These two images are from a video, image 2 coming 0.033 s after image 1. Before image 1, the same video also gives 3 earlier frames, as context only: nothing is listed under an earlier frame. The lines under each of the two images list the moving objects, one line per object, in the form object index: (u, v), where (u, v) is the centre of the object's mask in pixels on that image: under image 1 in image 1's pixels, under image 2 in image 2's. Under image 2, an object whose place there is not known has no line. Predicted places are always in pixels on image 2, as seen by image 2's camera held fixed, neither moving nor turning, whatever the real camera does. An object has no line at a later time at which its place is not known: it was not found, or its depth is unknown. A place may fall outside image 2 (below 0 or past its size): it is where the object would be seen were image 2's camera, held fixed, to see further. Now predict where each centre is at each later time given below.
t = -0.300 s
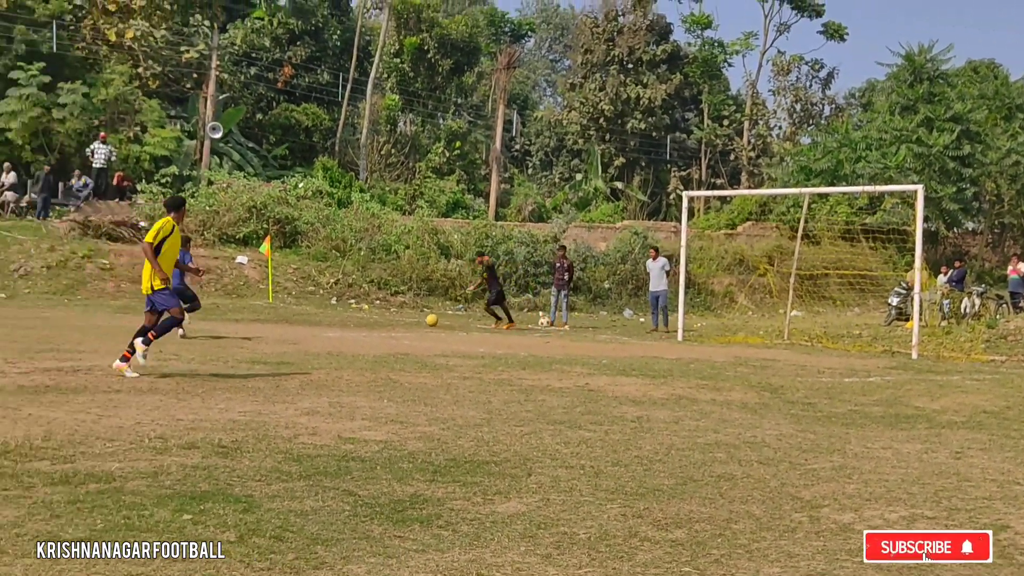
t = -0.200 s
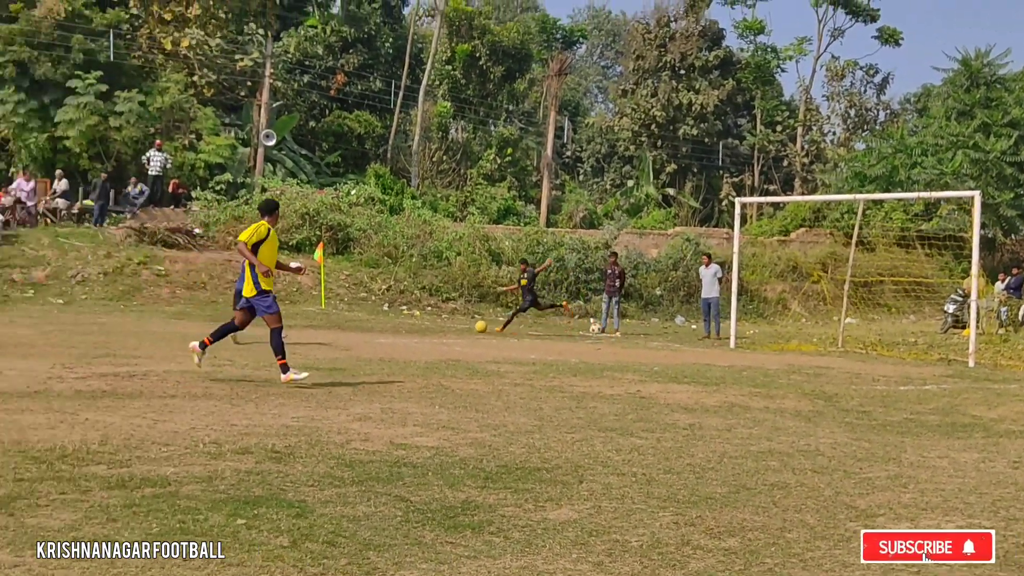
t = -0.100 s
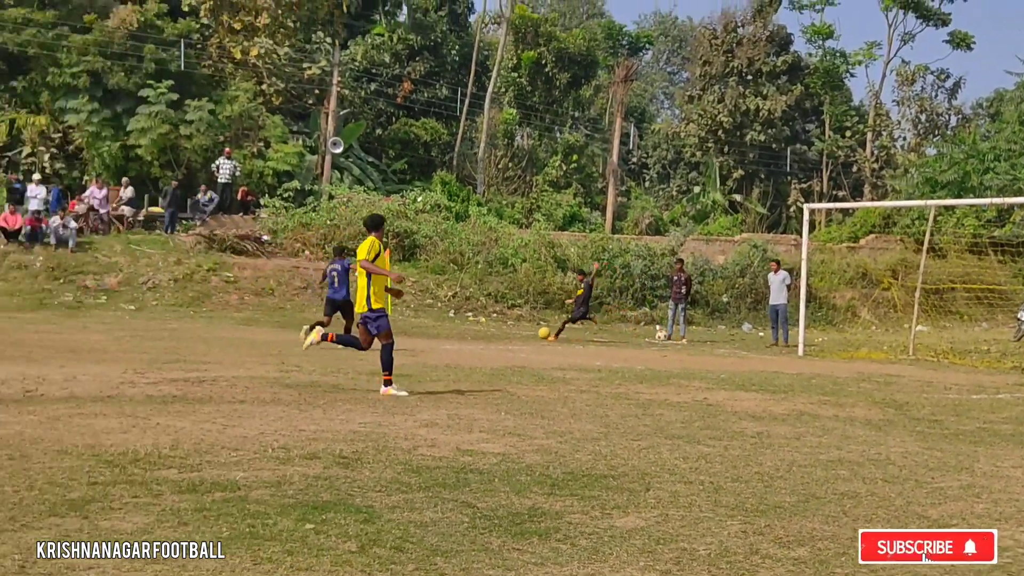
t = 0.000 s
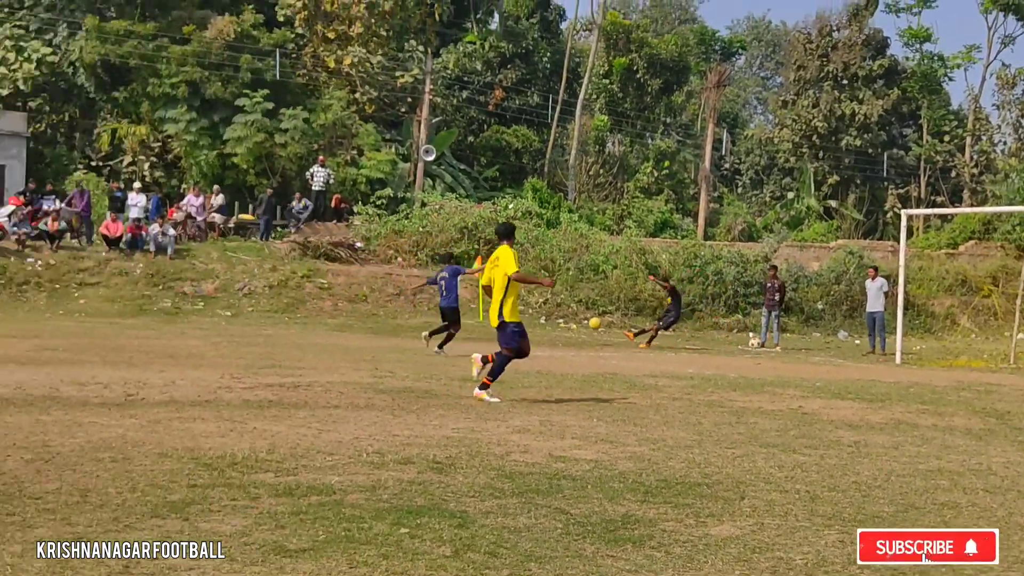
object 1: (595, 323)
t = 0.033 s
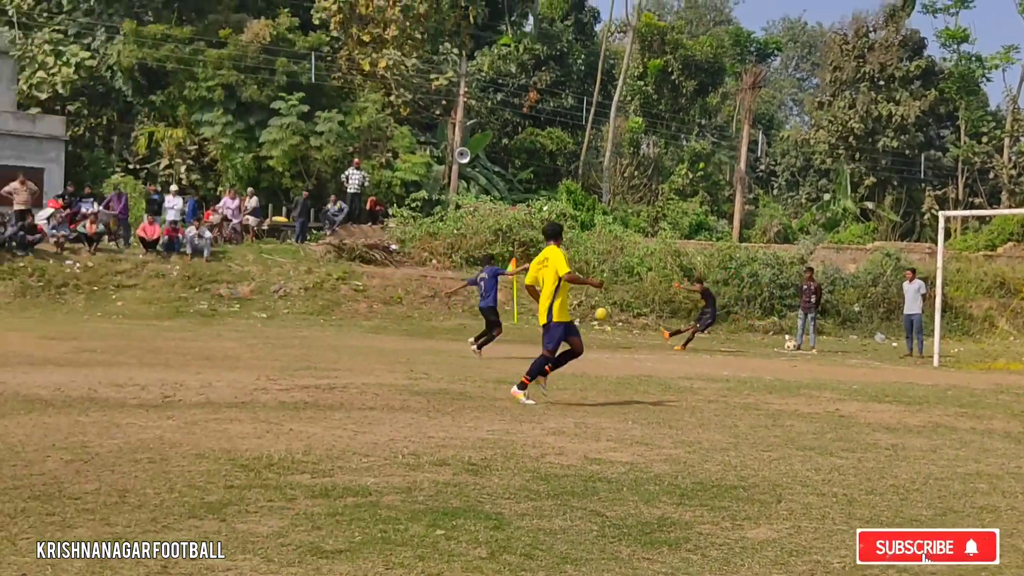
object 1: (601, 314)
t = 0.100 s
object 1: (561, 291)
